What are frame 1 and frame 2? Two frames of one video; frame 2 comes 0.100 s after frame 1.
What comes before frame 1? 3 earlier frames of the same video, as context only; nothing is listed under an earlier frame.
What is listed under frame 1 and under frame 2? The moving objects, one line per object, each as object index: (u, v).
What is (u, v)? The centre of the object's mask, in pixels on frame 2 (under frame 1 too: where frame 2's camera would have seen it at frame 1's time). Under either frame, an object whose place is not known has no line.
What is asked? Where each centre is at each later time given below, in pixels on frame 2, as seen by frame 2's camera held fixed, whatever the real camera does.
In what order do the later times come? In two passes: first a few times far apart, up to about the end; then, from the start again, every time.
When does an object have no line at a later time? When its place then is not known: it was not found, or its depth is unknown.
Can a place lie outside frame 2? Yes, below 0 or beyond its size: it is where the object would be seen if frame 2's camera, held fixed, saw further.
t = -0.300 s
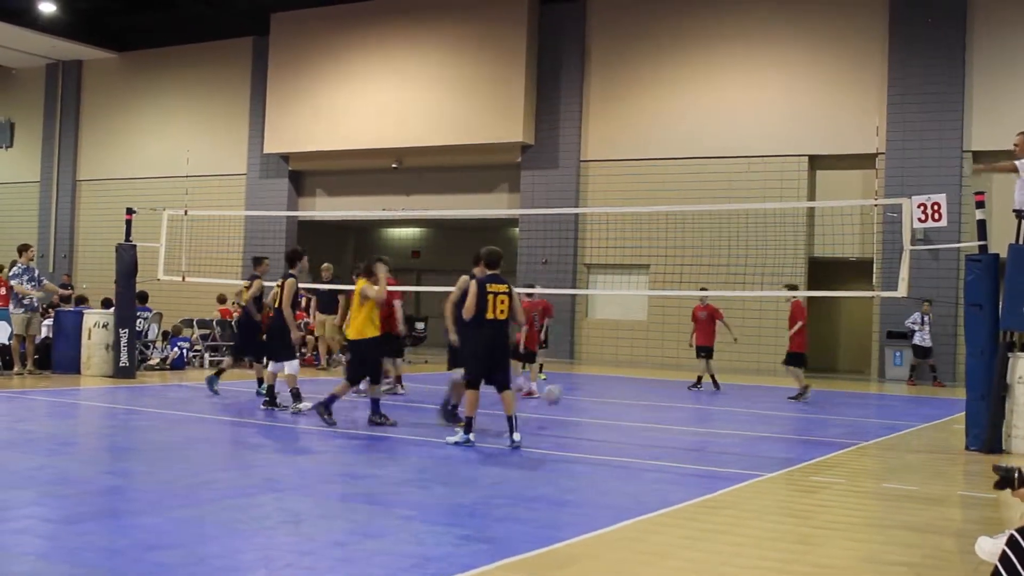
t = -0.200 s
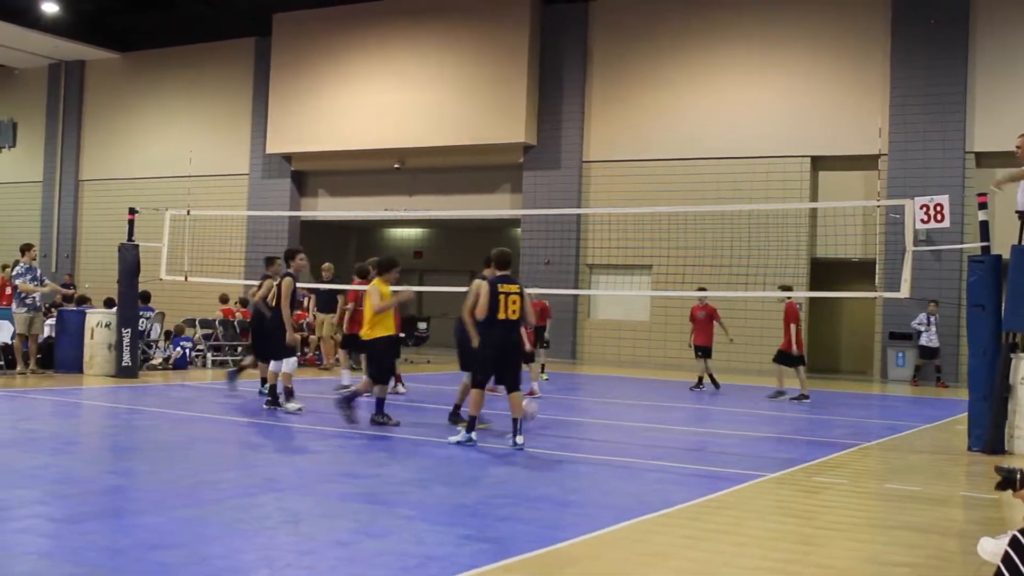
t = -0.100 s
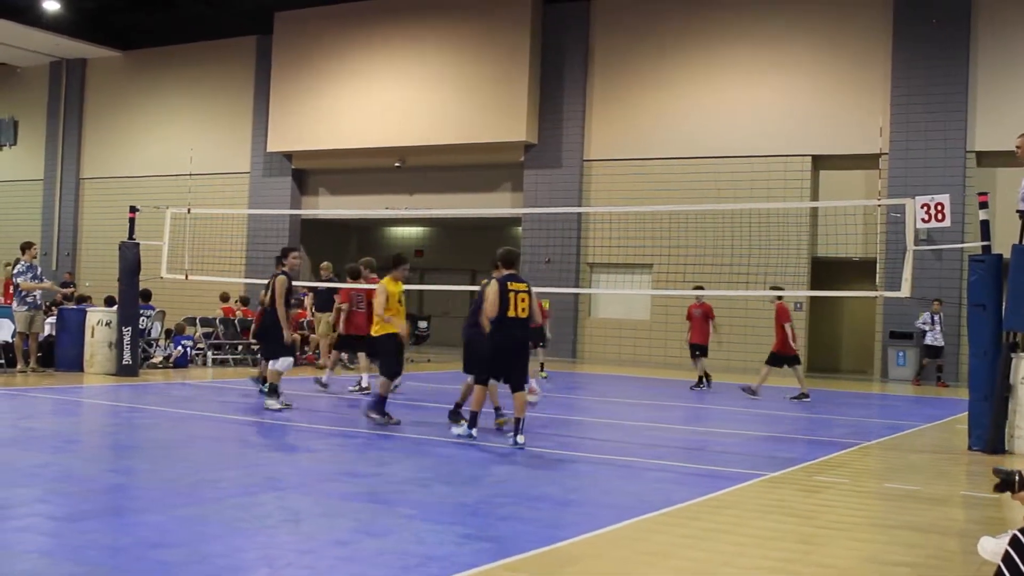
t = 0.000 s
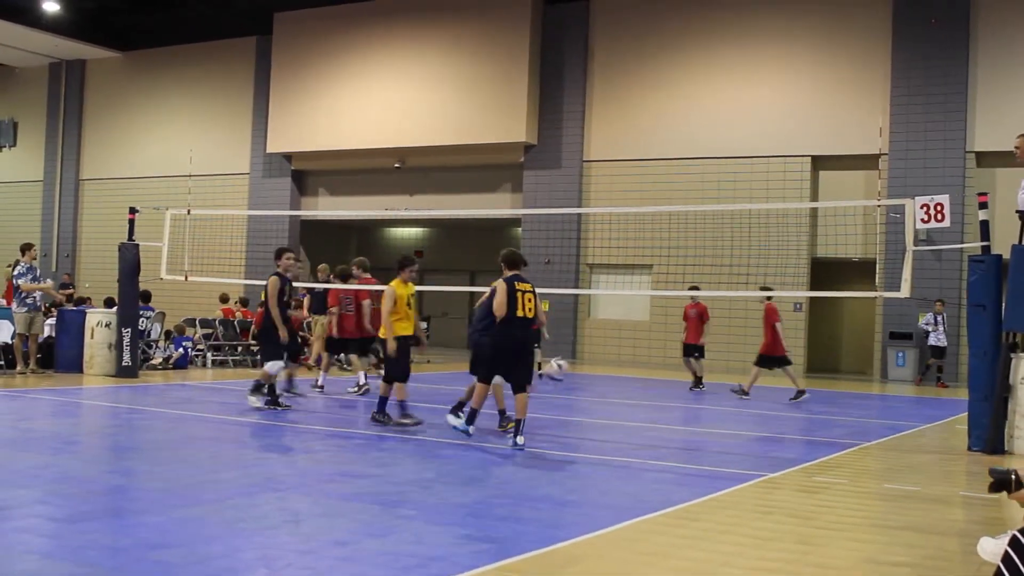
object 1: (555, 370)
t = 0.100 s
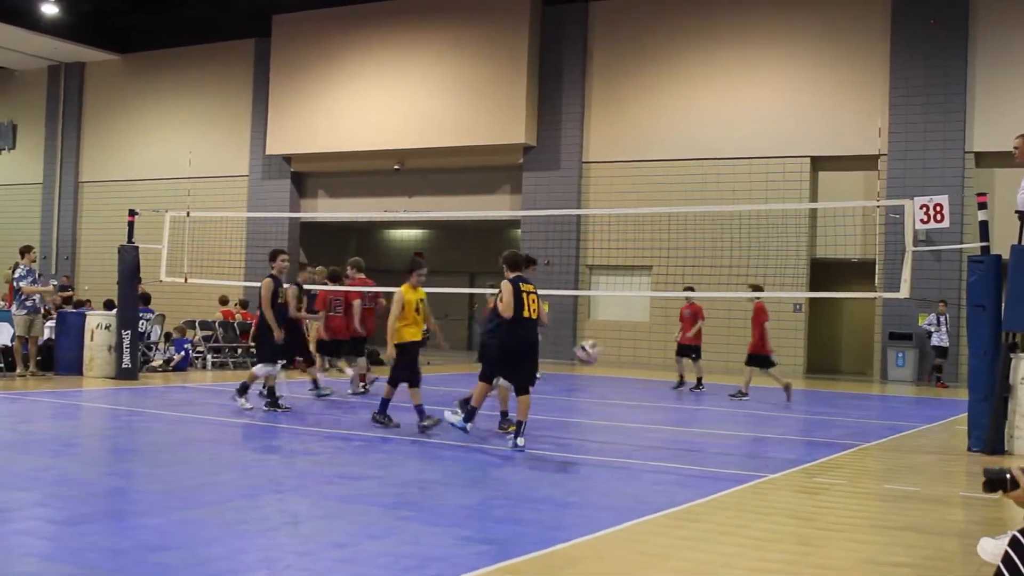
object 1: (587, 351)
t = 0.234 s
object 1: (630, 343)
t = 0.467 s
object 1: (715, 384)
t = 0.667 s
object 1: (797, 470)
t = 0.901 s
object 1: (853, 414)
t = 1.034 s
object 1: (891, 421)
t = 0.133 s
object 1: (598, 348)
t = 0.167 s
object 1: (607, 345)
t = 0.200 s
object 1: (618, 343)
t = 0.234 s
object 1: (630, 343)
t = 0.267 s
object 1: (641, 345)
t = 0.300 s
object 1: (652, 346)
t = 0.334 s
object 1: (664, 350)
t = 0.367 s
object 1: (678, 356)
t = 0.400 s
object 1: (691, 364)
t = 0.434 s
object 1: (703, 375)
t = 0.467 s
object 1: (715, 384)
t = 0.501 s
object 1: (730, 398)
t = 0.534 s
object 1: (745, 413)
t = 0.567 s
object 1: (757, 430)
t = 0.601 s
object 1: (774, 451)
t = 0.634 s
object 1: (788, 473)
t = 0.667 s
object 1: (797, 470)
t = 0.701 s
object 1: (806, 457)
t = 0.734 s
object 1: (813, 446)
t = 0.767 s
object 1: (821, 437)
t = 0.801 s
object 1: (829, 428)
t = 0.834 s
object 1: (837, 421)
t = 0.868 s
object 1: (845, 417)
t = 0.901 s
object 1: (853, 414)
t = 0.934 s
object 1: (863, 413)
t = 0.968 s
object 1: (872, 413)
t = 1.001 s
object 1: (881, 415)
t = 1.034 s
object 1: (891, 421)
